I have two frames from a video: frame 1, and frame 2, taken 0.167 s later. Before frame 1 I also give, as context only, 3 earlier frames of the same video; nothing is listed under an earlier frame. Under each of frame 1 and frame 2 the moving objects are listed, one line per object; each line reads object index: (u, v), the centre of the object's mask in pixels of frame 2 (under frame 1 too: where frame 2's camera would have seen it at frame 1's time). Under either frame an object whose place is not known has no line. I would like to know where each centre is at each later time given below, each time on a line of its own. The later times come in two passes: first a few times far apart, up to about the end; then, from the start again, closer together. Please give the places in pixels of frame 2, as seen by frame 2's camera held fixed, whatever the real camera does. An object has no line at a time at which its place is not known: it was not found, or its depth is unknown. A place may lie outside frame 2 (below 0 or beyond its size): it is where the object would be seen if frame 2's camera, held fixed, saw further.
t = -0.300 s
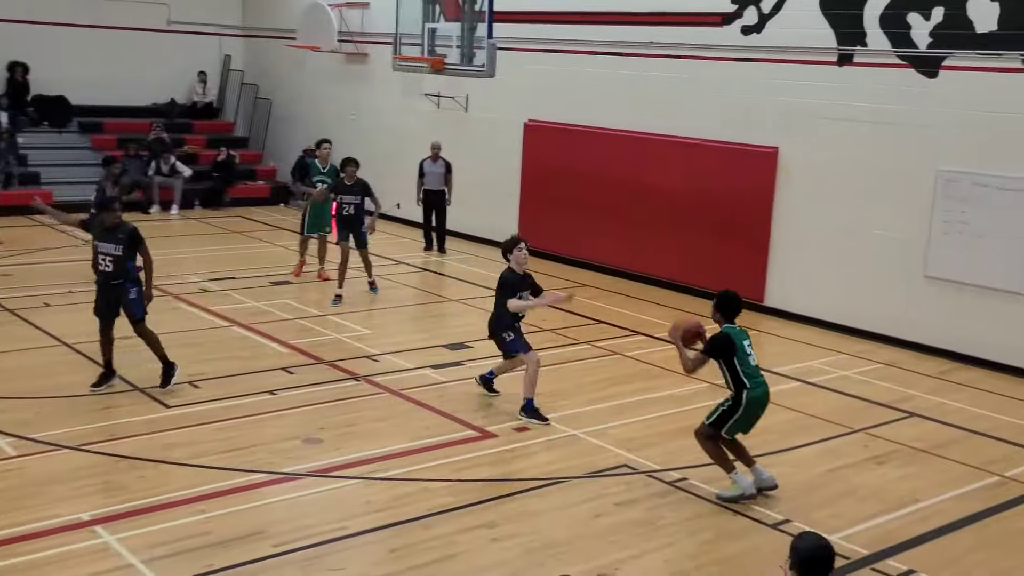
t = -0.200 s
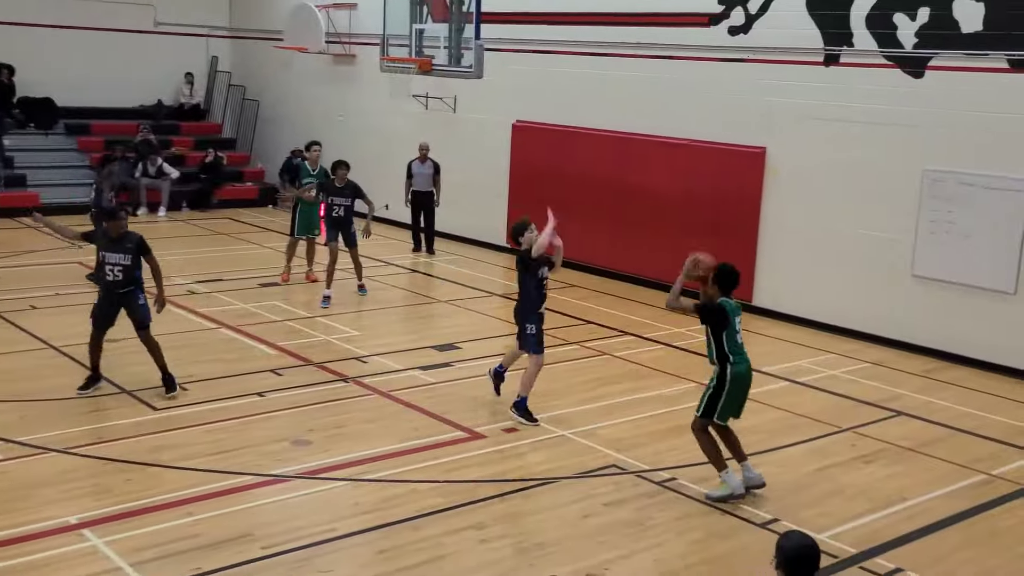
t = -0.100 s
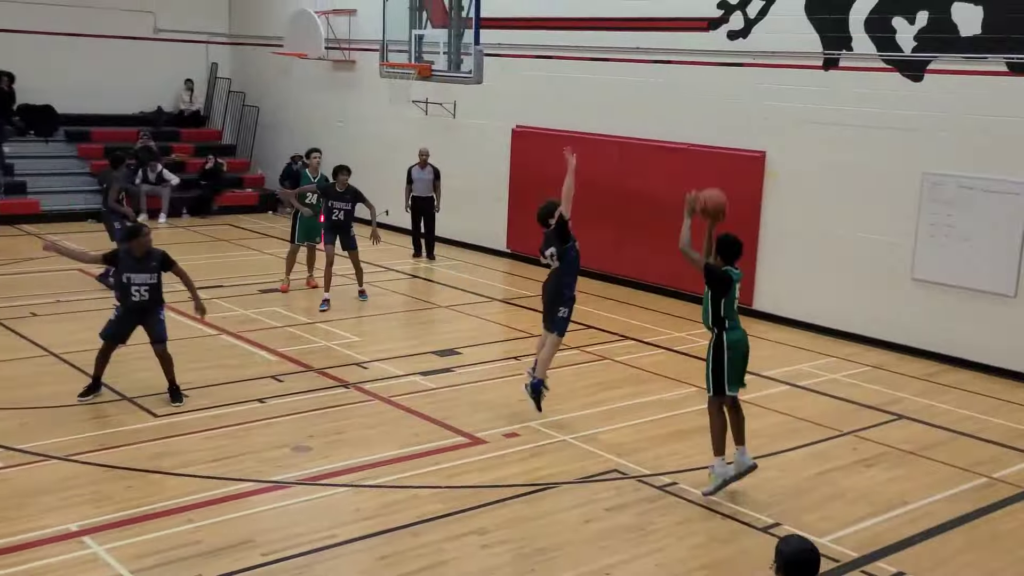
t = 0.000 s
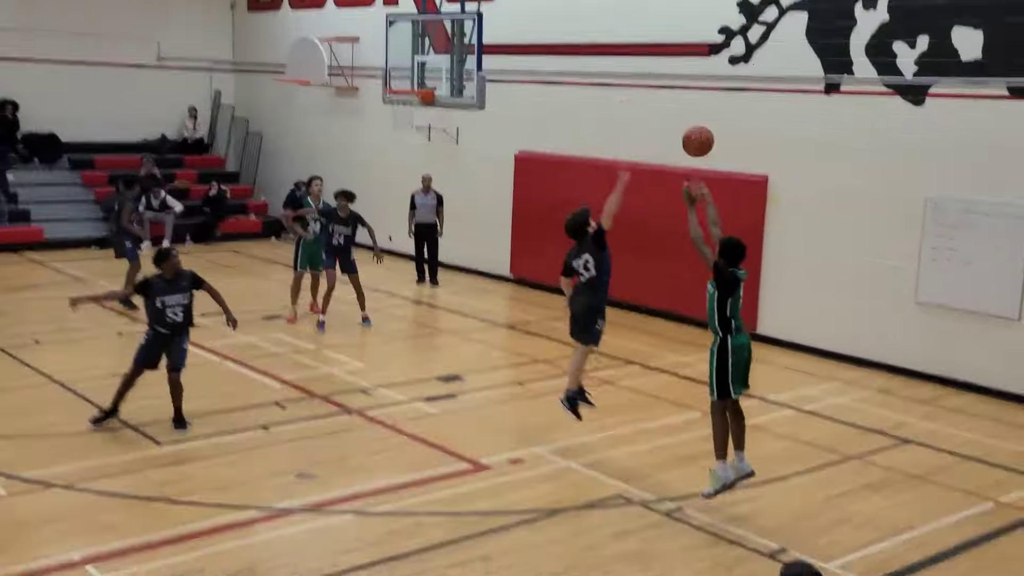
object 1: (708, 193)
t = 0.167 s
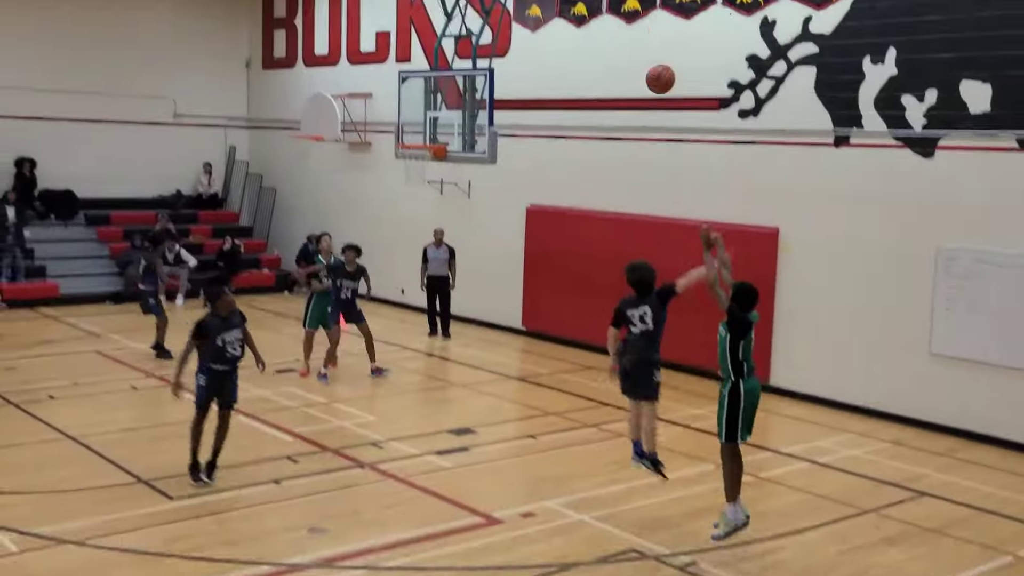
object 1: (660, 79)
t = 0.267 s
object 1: (635, 32)
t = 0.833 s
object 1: (514, 8)
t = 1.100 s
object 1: (468, 94)
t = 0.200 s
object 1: (652, 62)
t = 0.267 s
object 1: (635, 32)
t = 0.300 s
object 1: (626, 20)
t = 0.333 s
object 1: (618, 10)
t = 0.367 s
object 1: (610, 1)
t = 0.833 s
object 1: (514, 8)
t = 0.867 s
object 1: (508, 15)
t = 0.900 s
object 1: (501, 24)
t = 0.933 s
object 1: (496, 34)
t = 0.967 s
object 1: (490, 43)
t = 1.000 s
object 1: (485, 56)
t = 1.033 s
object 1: (480, 67)
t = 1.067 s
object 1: (474, 79)
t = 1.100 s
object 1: (468, 94)
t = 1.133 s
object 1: (465, 108)
